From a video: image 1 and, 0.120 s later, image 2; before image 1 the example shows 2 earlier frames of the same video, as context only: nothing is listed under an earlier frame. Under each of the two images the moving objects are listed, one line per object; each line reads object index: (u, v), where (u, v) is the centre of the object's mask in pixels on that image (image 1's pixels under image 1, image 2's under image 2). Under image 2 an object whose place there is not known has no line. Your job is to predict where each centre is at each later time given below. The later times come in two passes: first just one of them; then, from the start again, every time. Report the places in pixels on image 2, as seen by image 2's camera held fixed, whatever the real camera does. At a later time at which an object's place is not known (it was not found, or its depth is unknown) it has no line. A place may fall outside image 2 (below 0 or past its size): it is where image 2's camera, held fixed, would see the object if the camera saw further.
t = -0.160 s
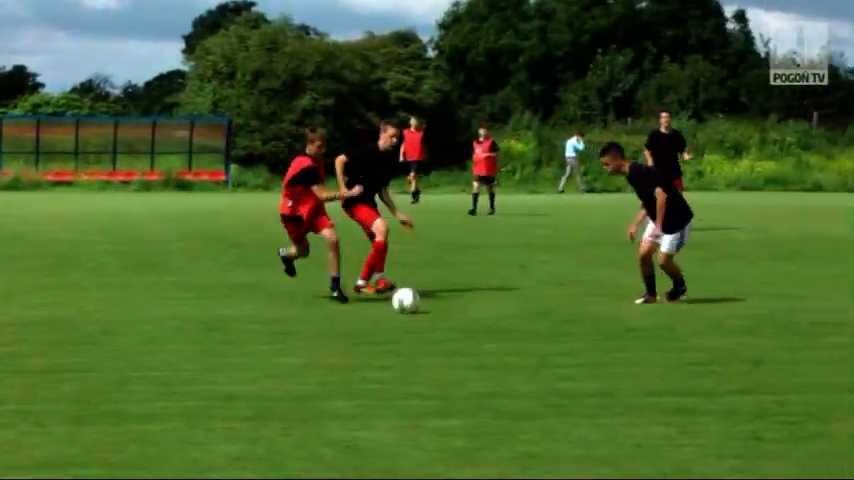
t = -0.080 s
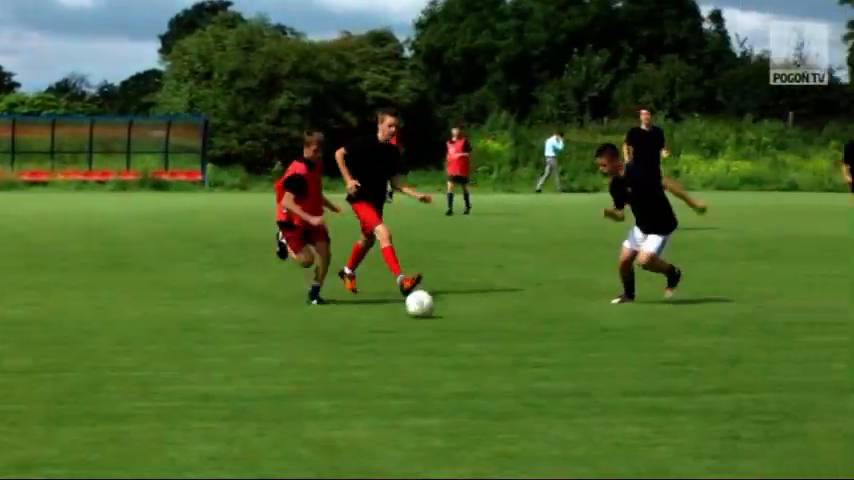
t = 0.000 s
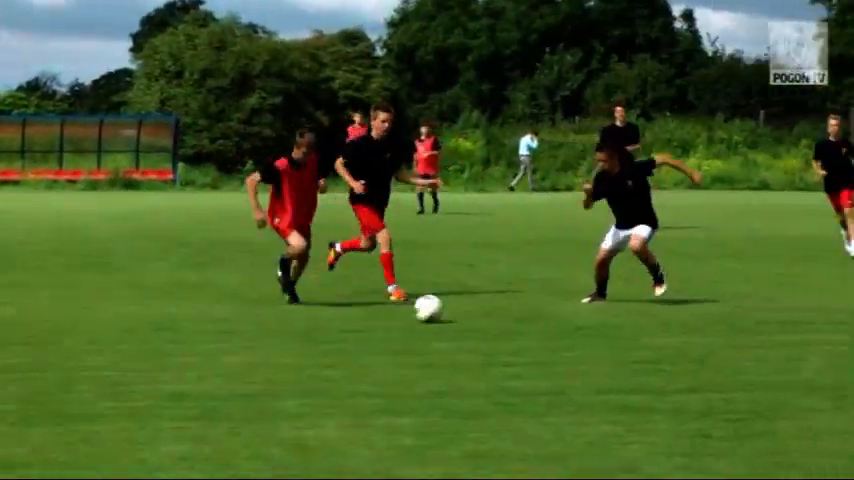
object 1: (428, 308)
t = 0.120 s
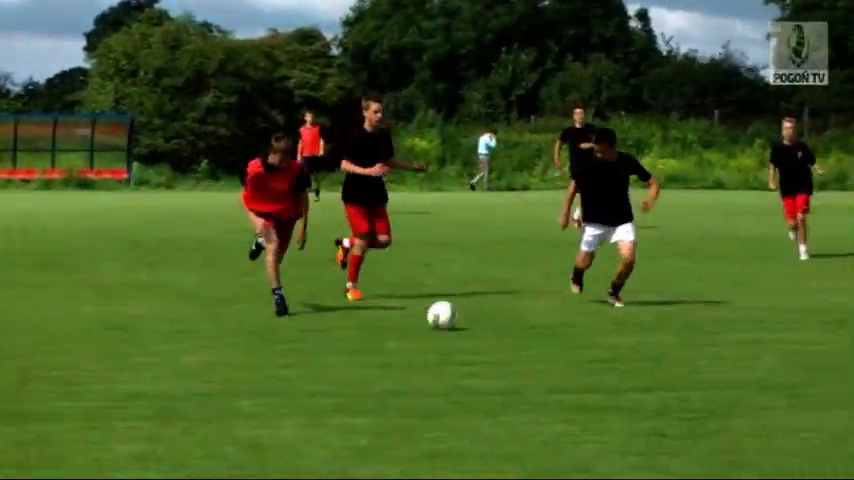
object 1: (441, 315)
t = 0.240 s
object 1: (502, 322)
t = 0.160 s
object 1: (462, 317)
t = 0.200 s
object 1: (481, 320)
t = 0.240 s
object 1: (502, 322)
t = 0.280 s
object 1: (522, 324)
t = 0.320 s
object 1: (543, 327)
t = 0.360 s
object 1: (565, 330)
